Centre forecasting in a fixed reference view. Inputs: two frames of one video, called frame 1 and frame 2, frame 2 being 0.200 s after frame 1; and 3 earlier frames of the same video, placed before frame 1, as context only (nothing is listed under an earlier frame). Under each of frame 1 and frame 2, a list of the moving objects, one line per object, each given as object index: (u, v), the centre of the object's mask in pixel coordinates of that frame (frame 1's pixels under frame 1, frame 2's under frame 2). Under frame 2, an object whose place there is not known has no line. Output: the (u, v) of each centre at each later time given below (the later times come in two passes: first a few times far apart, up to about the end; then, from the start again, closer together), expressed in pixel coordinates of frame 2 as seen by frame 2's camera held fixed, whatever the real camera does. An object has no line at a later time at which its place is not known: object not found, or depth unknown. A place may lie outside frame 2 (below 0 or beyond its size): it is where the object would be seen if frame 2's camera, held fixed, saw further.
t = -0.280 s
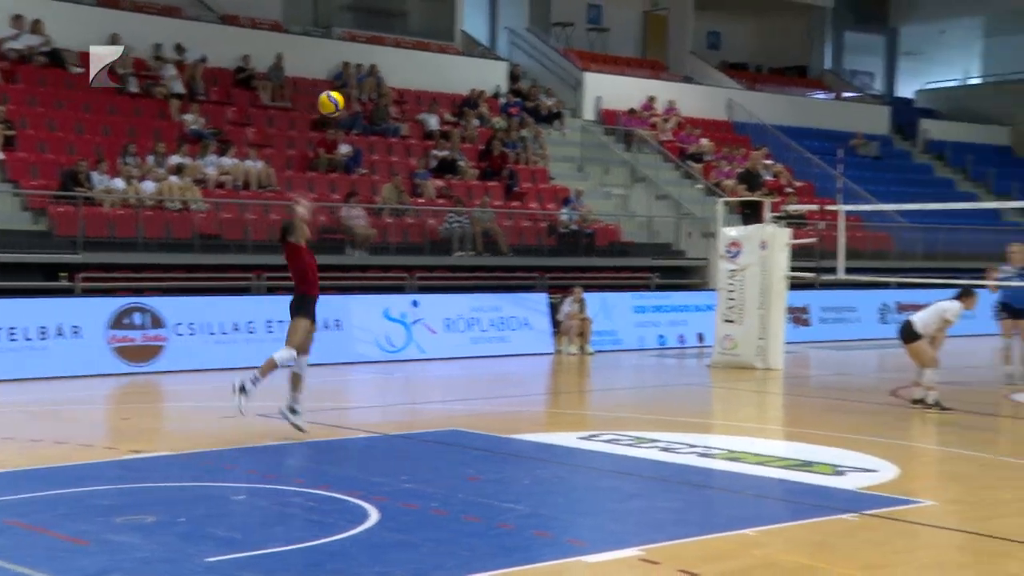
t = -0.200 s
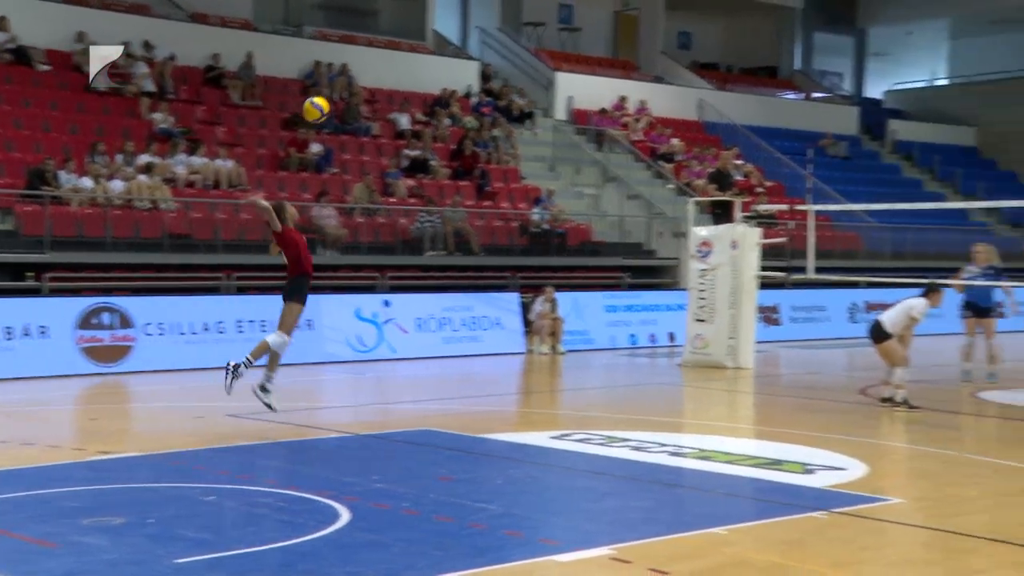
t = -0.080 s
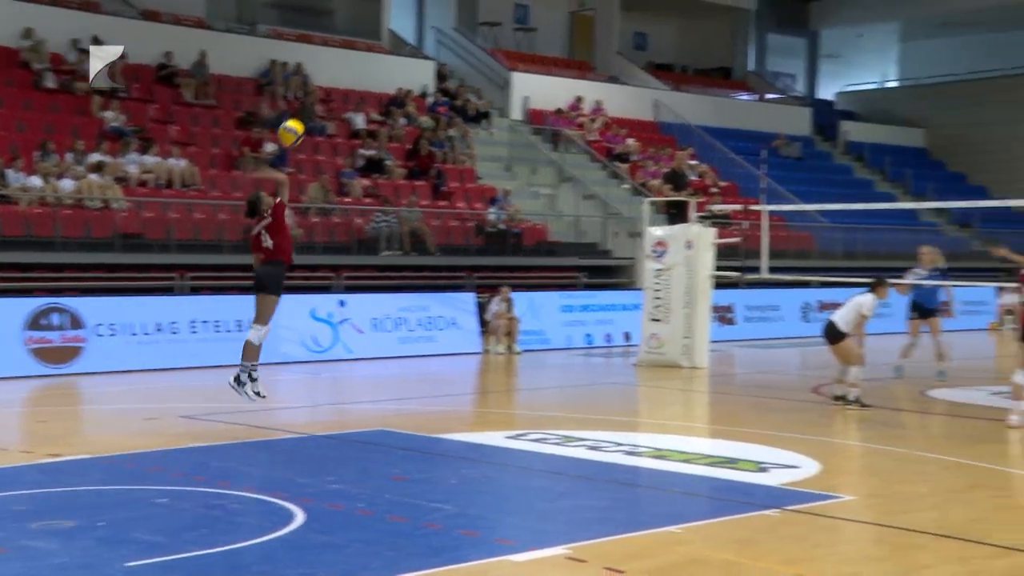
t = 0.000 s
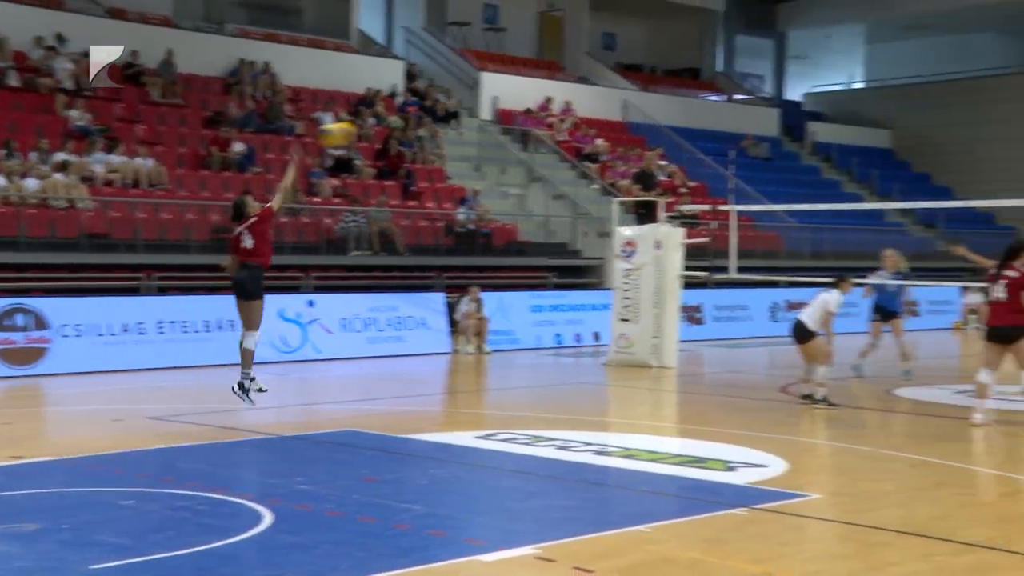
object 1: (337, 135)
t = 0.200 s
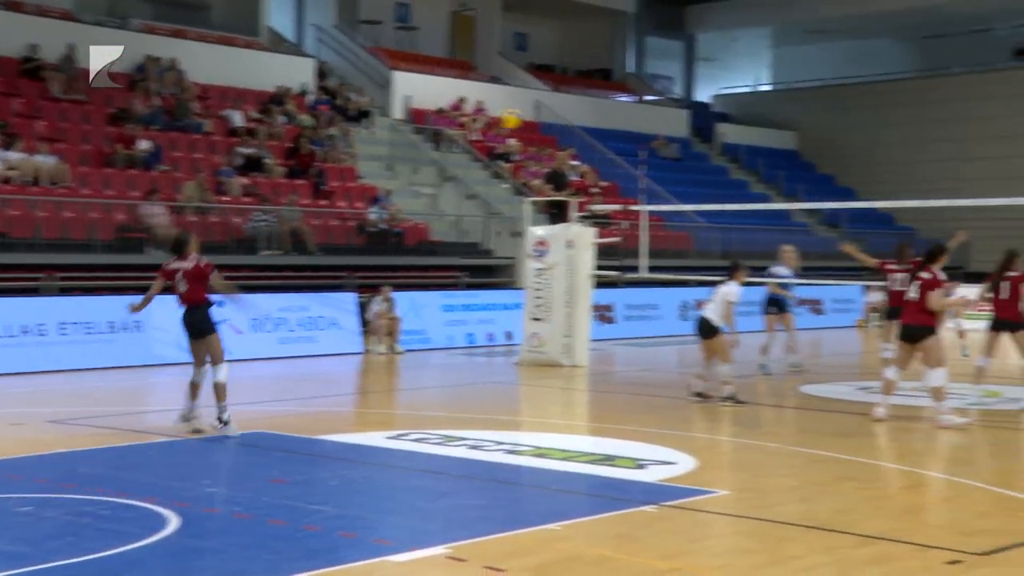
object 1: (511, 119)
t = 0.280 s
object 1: (589, 126)
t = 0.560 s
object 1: (810, 182)
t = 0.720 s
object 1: (904, 223)
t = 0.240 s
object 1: (551, 121)
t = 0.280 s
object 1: (589, 126)
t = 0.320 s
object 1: (626, 131)
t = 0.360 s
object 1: (661, 138)
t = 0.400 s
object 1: (694, 145)
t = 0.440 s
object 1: (726, 153)
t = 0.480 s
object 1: (755, 162)
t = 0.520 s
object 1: (783, 172)
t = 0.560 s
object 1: (810, 182)
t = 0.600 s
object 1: (835, 192)
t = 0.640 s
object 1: (859, 201)
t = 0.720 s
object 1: (904, 223)
